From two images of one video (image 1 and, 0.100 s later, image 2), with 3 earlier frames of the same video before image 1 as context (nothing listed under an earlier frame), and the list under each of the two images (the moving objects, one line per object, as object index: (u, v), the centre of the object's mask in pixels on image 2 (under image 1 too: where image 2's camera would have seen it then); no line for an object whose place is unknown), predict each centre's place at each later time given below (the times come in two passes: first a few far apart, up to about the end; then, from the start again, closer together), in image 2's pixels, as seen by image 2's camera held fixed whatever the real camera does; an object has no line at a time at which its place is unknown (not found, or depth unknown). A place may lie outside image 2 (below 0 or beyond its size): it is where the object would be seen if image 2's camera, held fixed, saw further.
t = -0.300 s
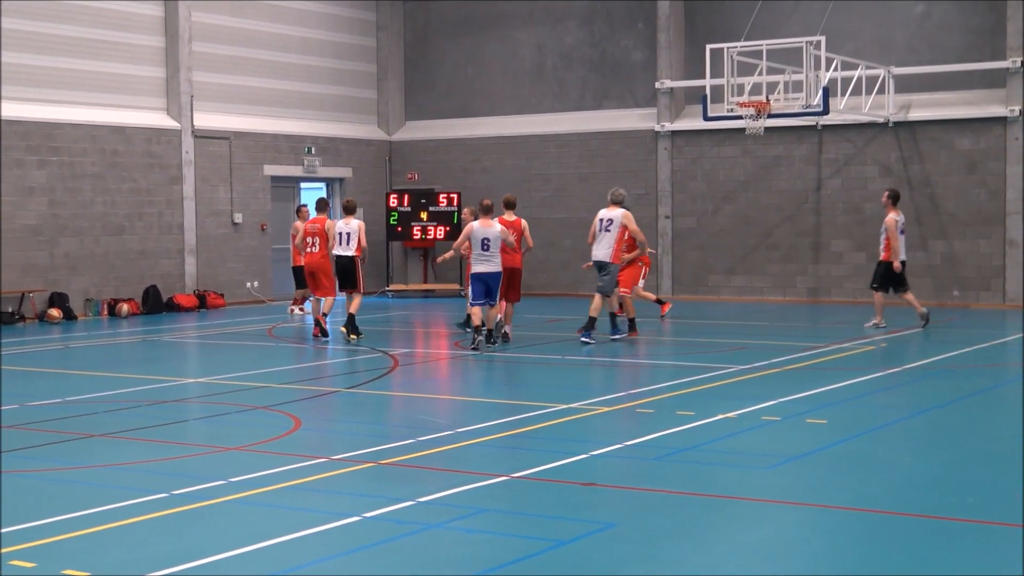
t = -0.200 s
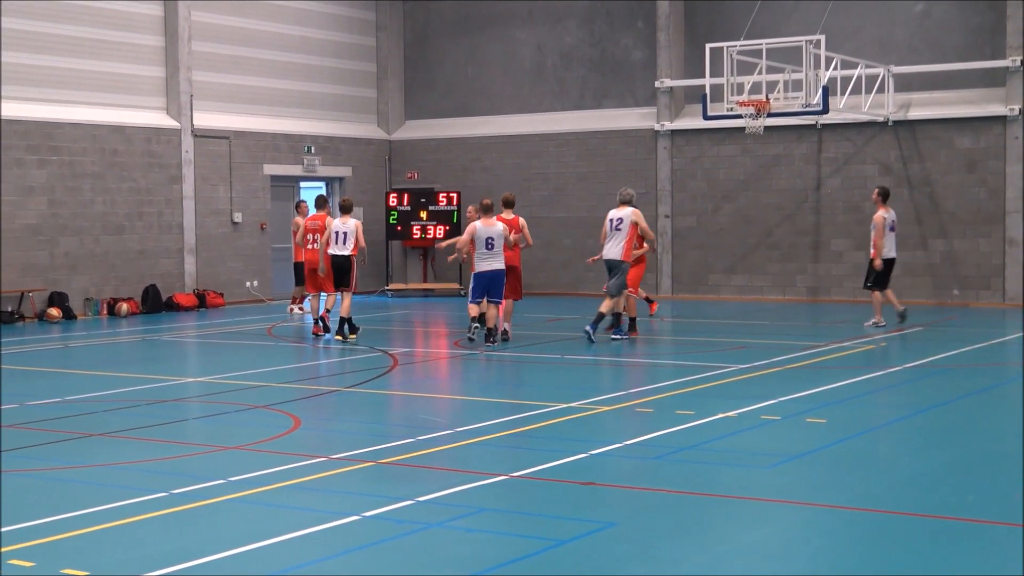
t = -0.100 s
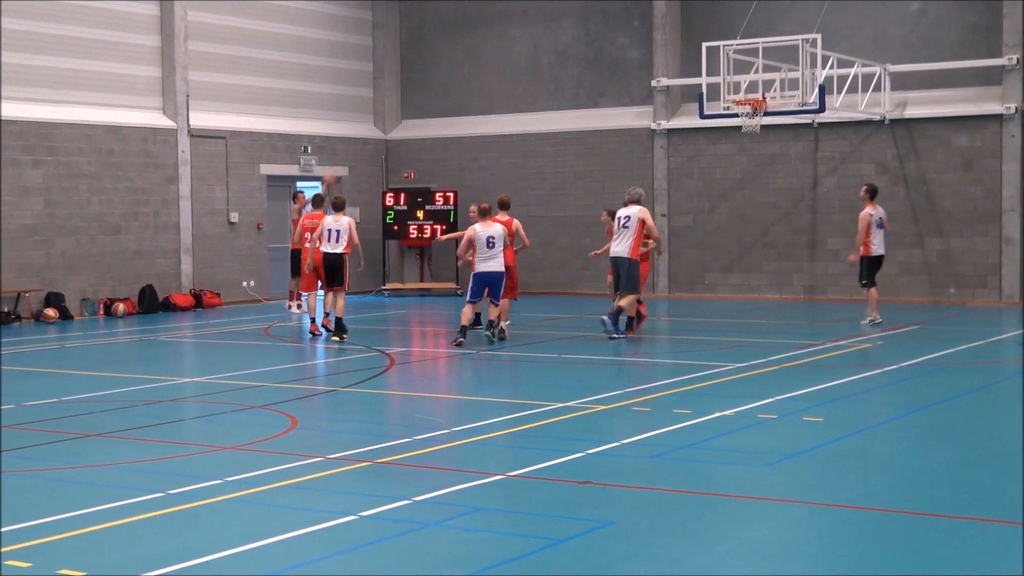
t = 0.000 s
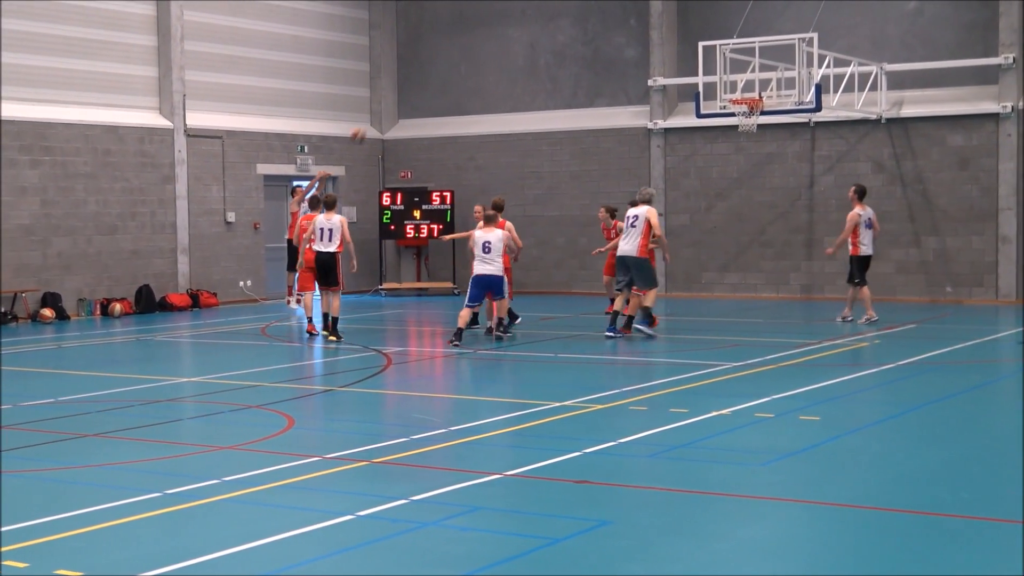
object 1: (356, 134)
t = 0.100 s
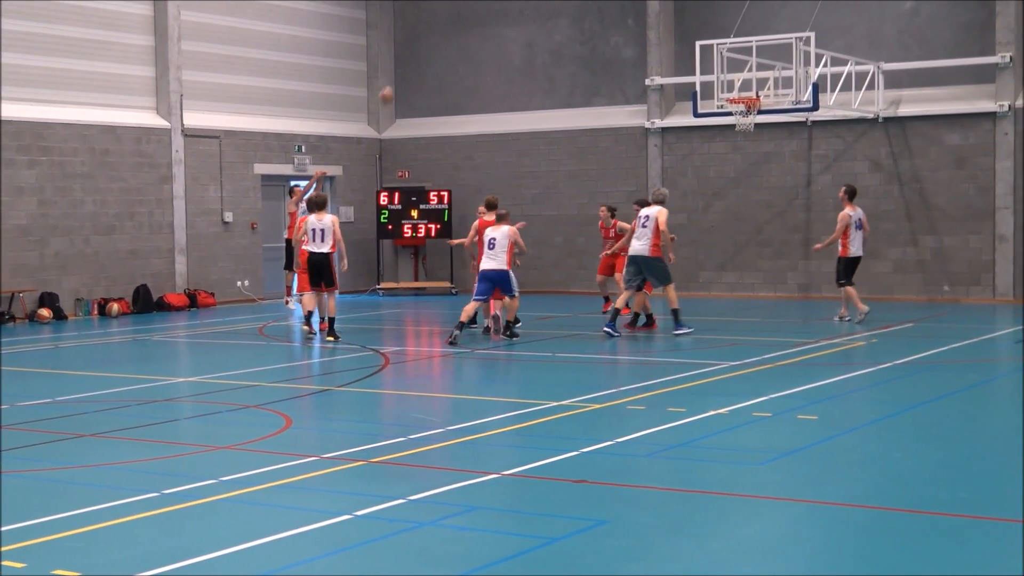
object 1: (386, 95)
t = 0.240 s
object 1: (432, 52)
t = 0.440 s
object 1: (499, 12)
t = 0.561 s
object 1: (538, 0)
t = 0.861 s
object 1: (638, 10)
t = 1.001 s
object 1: (686, 34)
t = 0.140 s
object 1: (400, 80)
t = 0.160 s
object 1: (406, 75)
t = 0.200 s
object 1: (419, 63)
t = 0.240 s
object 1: (432, 52)
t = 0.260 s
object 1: (438, 46)
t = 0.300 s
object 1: (451, 37)
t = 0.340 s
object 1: (464, 28)
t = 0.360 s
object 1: (471, 25)
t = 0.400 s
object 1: (485, 18)
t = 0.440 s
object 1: (499, 12)
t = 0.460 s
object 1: (505, 9)
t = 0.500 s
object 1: (518, 5)
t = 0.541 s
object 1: (532, 1)
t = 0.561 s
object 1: (538, 0)
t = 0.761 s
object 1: (605, 0)
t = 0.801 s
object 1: (618, 3)
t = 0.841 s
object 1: (632, 7)
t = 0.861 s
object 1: (638, 10)
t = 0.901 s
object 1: (653, 16)
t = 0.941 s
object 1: (667, 22)
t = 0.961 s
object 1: (674, 26)
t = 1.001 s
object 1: (686, 34)
